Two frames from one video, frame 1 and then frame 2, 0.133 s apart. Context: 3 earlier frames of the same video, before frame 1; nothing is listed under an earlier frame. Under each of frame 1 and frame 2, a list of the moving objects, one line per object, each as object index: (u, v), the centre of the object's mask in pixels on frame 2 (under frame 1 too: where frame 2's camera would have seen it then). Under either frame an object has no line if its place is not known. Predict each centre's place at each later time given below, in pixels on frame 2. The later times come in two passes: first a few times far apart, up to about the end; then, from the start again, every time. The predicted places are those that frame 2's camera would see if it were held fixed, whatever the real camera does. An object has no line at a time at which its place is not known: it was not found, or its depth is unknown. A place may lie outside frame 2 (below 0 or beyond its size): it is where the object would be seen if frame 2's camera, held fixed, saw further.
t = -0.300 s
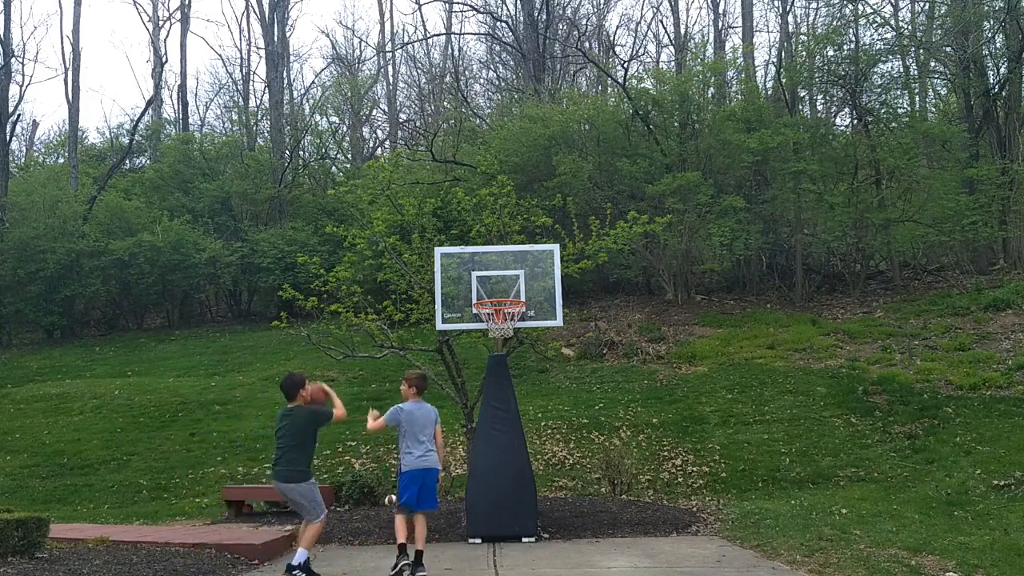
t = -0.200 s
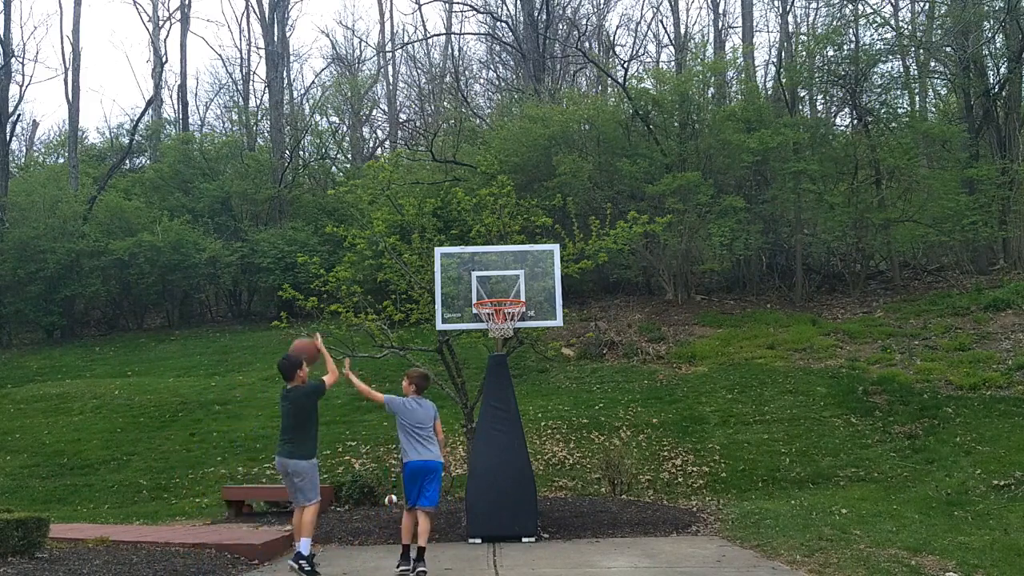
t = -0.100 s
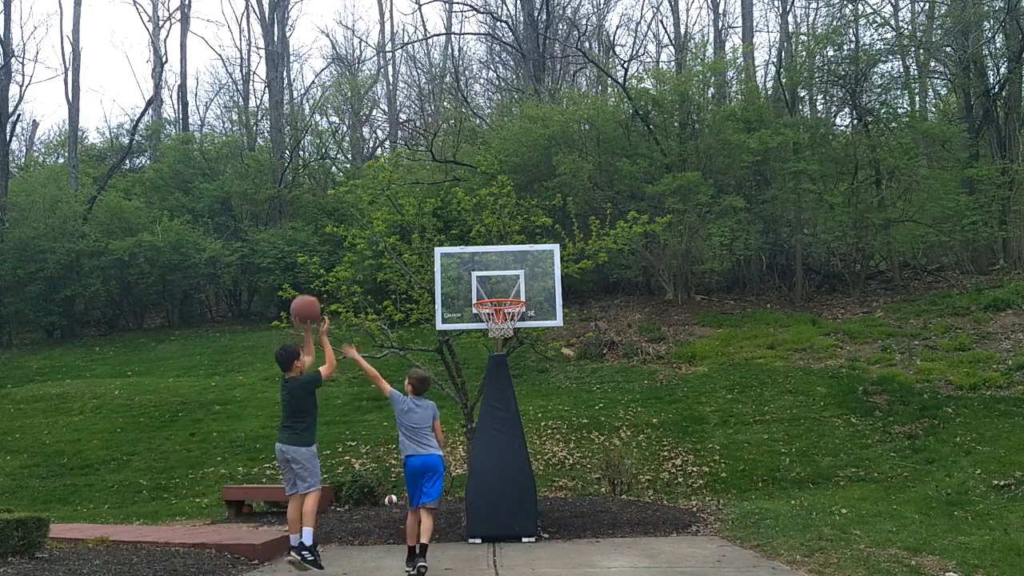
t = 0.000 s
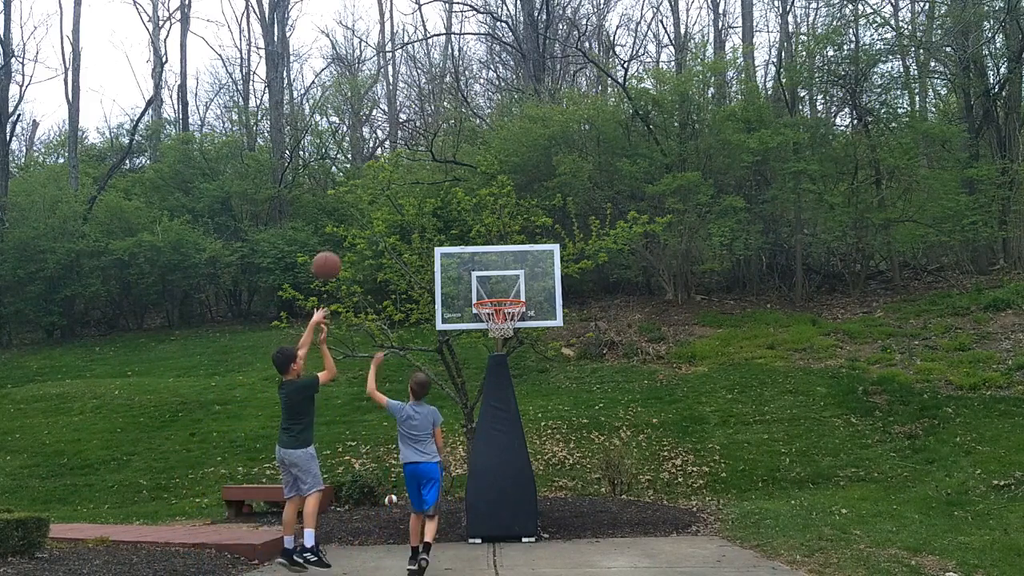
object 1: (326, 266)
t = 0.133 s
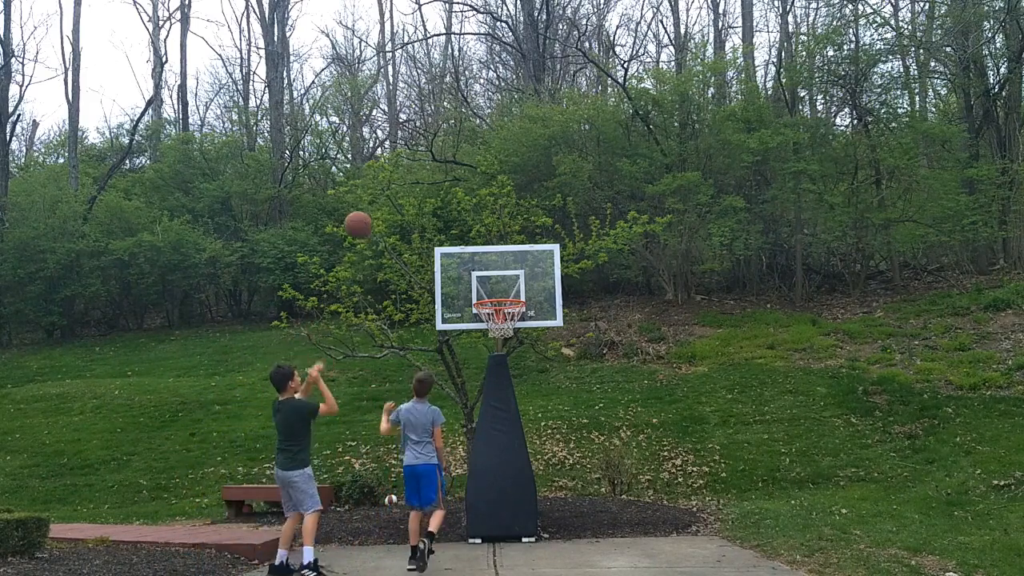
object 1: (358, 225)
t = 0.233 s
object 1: (380, 209)
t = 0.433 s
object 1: (422, 211)
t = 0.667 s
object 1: (467, 265)
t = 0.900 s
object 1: (461, 262)
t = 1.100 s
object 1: (438, 262)
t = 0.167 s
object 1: (365, 218)
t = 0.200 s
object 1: (372, 213)
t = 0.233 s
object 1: (380, 209)
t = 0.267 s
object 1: (388, 206)
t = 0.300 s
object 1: (395, 204)
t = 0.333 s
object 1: (401, 204)
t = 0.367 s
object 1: (409, 205)
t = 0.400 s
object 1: (415, 207)
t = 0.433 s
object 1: (422, 211)
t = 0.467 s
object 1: (429, 216)
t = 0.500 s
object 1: (435, 220)
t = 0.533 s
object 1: (442, 228)
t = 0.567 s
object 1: (448, 235)
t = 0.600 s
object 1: (455, 244)
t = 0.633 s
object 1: (461, 255)
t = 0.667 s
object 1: (467, 265)
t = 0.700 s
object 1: (473, 277)
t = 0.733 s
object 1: (480, 291)
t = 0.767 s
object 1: (476, 284)
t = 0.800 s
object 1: (472, 277)
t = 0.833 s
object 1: (469, 271)
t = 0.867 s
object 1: (465, 266)
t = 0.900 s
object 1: (461, 262)
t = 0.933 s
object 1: (458, 259)
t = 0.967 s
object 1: (453, 258)
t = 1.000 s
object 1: (450, 257)
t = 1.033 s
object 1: (446, 257)
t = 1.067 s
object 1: (442, 259)
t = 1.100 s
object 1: (438, 262)
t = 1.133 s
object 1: (434, 266)
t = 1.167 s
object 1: (430, 272)
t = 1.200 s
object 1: (425, 279)
